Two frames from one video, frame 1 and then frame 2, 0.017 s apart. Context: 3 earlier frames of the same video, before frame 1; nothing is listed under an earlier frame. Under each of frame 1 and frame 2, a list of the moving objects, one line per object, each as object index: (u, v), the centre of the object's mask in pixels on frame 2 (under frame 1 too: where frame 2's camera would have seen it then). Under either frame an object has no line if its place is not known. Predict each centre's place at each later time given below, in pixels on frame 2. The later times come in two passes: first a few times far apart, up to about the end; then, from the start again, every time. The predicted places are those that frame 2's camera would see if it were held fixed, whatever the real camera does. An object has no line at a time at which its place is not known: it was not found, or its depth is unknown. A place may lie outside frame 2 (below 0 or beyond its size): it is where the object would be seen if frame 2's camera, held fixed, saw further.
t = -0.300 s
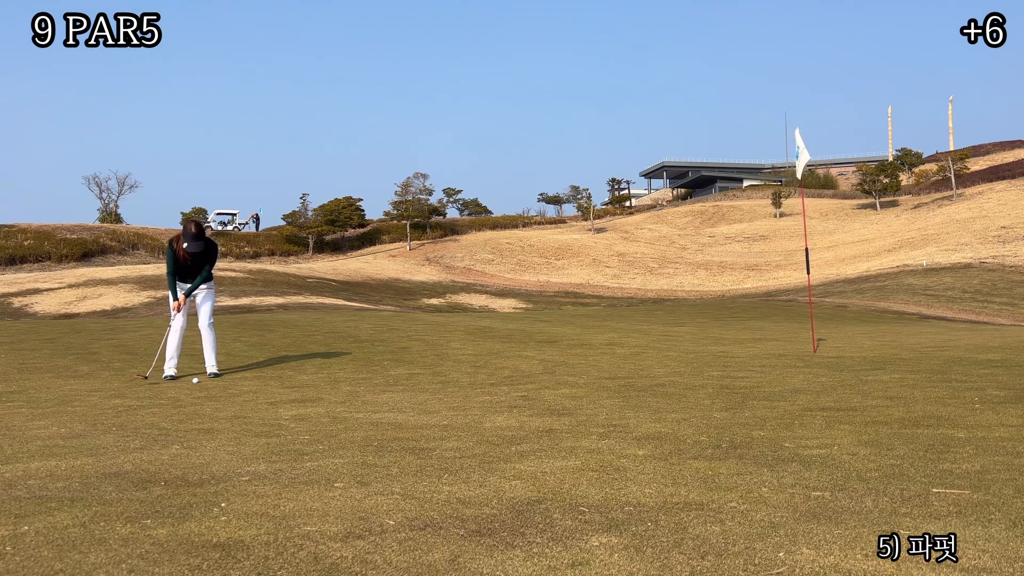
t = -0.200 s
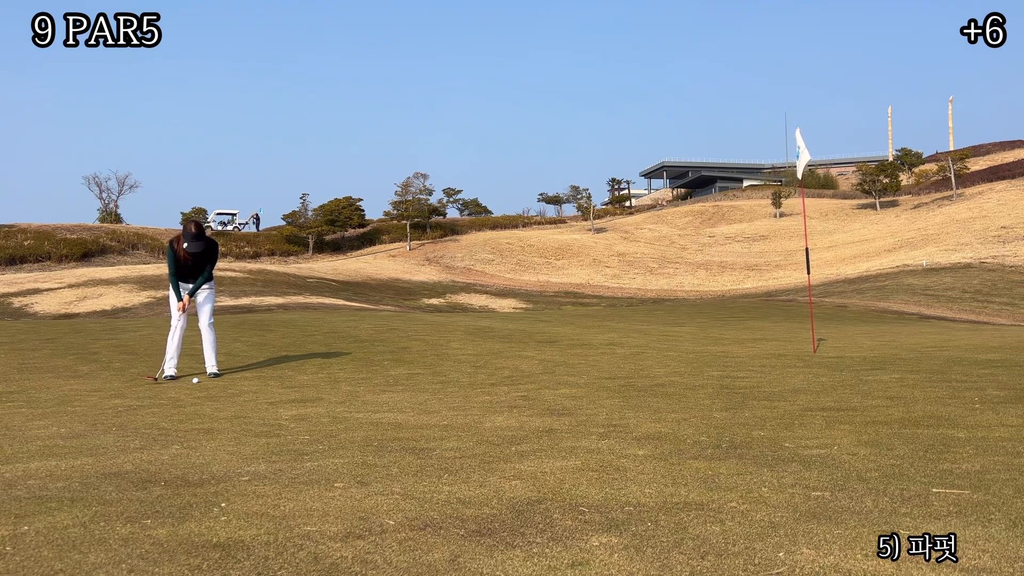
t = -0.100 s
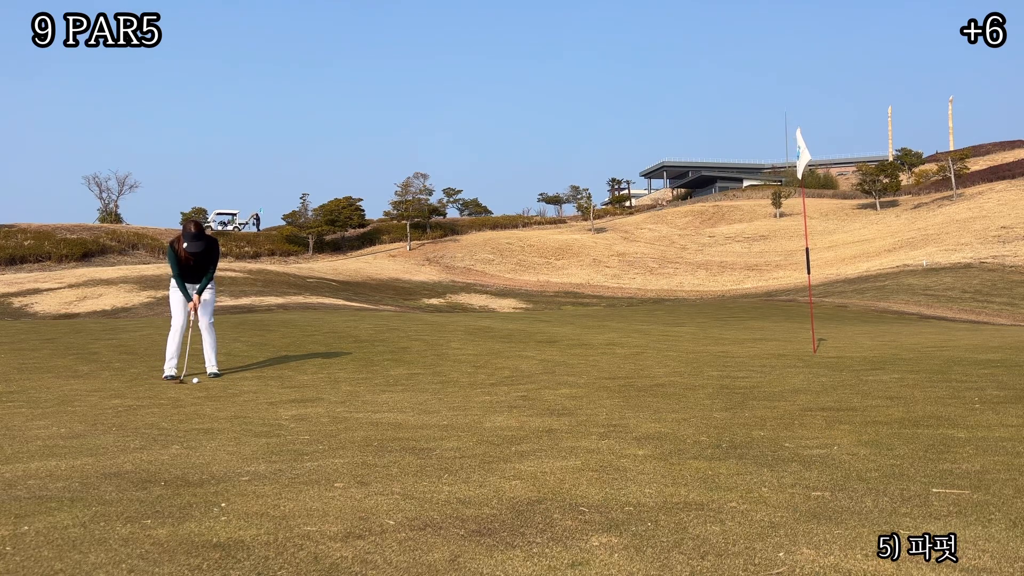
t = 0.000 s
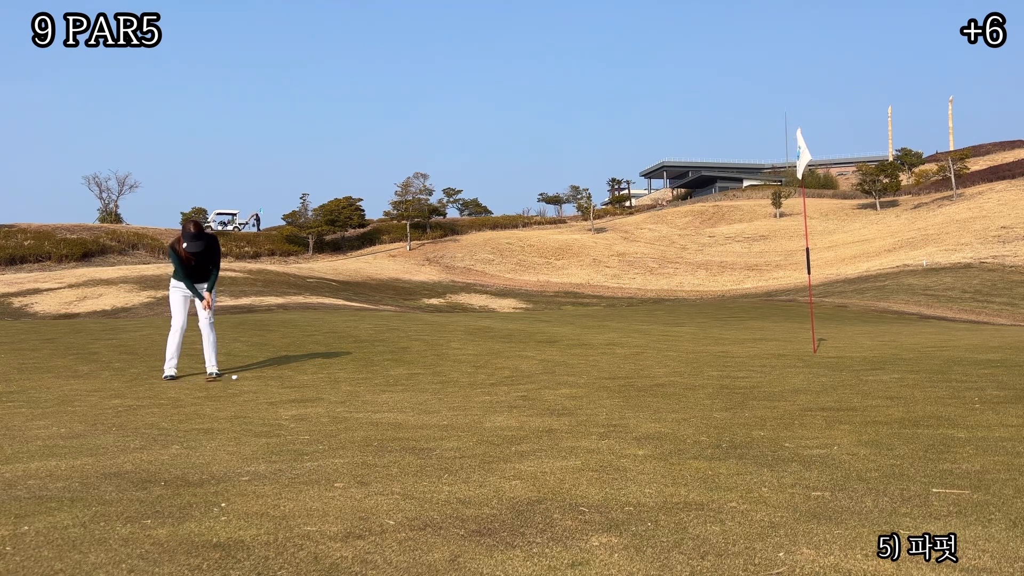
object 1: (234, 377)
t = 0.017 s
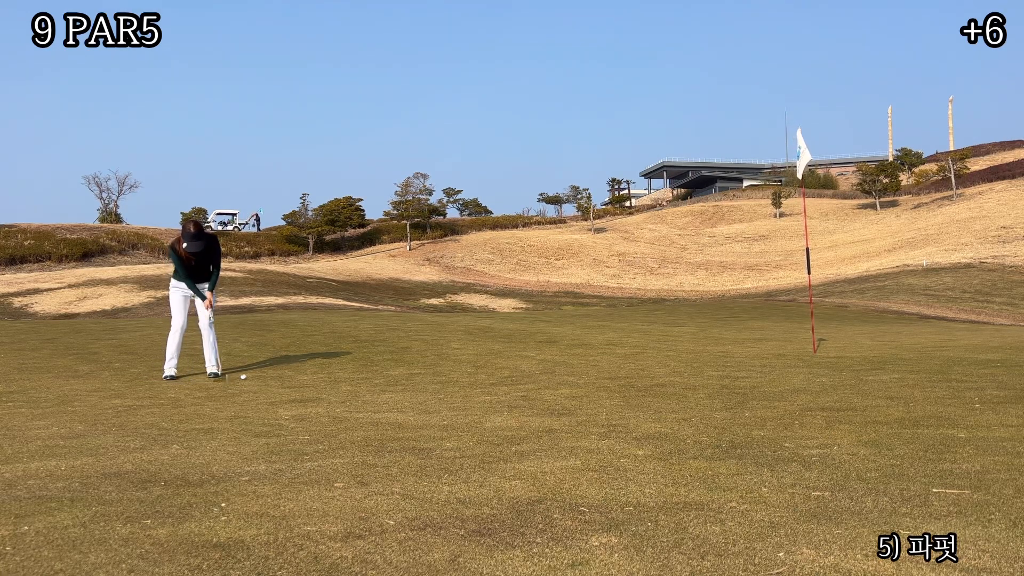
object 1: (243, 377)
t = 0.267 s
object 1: (343, 371)
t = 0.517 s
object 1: (423, 367)
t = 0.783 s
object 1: (498, 364)
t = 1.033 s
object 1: (559, 361)
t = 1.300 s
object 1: (617, 359)
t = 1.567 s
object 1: (667, 357)
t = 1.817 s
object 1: (709, 356)
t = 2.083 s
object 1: (749, 355)
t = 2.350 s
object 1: (782, 354)
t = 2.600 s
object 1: (808, 353)
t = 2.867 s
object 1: (830, 353)
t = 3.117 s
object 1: (844, 352)
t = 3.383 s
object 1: (855, 352)
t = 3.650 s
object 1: (861, 352)
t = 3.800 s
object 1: (862, 352)
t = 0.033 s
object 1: (252, 377)
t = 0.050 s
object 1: (260, 376)
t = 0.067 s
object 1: (267, 375)
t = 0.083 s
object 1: (274, 374)
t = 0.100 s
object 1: (281, 374)
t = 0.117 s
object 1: (288, 374)
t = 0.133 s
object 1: (295, 374)
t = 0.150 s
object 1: (302, 374)
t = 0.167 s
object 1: (308, 373)
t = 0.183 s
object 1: (314, 373)
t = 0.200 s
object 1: (320, 372)
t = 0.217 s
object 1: (326, 372)
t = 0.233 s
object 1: (332, 372)
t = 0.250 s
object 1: (337, 371)
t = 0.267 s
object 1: (343, 371)
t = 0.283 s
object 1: (349, 371)
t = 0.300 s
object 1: (354, 371)
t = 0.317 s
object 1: (360, 370)
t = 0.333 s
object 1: (366, 370)
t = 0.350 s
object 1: (371, 370)
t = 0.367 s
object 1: (377, 370)
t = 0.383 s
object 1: (382, 369)
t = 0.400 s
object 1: (387, 369)
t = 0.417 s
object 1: (393, 369)
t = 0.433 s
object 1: (398, 368)
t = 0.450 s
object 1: (403, 368)
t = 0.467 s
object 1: (408, 368)
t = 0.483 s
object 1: (413, 368)
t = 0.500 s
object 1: (418, 367)
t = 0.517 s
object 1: (423, 367)
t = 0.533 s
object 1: (429, 366)
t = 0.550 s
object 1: (433, 367)
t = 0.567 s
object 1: (438, 366)
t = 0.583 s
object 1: (443, 366)
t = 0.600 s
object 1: (448, 366)
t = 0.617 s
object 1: (452, 365)
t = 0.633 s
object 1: (457, 365)
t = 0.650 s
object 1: (462, 365)
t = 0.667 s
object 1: (466, 365)
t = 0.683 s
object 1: (471, 365)
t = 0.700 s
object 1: (475, 364)
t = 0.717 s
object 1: (480, 364)
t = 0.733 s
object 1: (484, 364)
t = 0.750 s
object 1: (489, 364)
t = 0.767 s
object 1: (493, 364)
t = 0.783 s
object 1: (498, 364)
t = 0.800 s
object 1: (502, 364)
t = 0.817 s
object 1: (506, 363)
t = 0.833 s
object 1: (511, 363)
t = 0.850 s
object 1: (515, 363)
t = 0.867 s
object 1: (519, 363)
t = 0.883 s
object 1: (523, 362)
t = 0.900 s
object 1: (527, 363)
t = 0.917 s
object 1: (531, 362)
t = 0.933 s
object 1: (535, 362)
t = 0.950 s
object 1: (539, 362)
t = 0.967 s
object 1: (543, 362)
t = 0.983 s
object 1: (547, 362)
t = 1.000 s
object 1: (551, 362)
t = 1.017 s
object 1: (555, 361)
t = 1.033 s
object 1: (559, 361)
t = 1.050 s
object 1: (563, 361)
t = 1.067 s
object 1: (567, 361)
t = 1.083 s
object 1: (570, 361)
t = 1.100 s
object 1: (574, 360)
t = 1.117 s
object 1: (578, 361)
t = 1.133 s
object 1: (582, 360)
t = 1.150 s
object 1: (585, 360)
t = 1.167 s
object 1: (589, 360)
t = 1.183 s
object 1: (593, 360)
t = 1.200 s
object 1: (597, 360)
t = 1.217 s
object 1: (600, 360)
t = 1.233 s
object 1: (603, 360)
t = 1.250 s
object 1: (607, 359)
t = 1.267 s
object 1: (610, 359)
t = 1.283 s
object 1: (614, 359)
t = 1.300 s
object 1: (617, 359)
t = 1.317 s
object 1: (621, 359)
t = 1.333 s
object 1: (624, 359)
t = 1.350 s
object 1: (627, 359)
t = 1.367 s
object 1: (630, 359)
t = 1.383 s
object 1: (633, 358)
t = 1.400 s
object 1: (637, 358)
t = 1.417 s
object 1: (640, 358)
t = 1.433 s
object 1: (643, 358)
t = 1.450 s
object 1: (646, 358)
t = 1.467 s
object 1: (649, 358)
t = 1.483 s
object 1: (652, 358)
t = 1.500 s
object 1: (655, 358)
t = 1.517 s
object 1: (659, 358)
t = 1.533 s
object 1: (662, 358)
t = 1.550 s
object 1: (664, 357)
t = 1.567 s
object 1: (667, 357)
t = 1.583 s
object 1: (670, 357)
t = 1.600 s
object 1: (673, 357)
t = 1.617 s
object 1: (676, 357)
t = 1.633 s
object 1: (679, 357)
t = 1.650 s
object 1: (682, 357)
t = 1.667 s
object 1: (685, 356)
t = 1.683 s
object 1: (688, 356)
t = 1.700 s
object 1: (690, 357)
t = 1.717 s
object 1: (693, 356)
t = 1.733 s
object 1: (696, 356)
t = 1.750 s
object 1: (699, 356)
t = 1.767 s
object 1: (702, 356)
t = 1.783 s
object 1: (704, 356)
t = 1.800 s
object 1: (707, 356)
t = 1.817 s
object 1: (709, 356)
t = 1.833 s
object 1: (712, 356)
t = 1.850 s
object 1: (715, 356)
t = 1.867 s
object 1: (717, 356)
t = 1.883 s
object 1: (720, 356)
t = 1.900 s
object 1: (722, 356)
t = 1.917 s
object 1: (725, 355)
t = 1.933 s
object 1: (727, 355)
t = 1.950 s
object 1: (730, 355)
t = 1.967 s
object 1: (733, 355)
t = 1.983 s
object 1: (735, 355)
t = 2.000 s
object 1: (737, 355)
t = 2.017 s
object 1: (740, 355)
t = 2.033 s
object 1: (742, 355)
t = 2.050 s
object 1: (744, 355)
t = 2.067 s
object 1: (747, 355)
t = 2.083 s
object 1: (749, 355)
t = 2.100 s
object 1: (751, 355)
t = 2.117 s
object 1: (754, 355)
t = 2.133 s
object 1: (756, 355)
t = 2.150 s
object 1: (758, 355)
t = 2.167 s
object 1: (760, 354)
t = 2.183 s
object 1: (763, 354)
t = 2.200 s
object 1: (764, 354)
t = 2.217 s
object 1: (767, 355)
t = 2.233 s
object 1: (769, 354)
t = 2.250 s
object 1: (771, 354)
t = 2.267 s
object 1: (773, 354)
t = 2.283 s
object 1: (775, 354)
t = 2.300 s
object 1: (776, 354)
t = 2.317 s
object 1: (778, 354)
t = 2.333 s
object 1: (781, 354)
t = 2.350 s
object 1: (782, 354)
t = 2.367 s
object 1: (784, 354)
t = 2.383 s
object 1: (786, 354)
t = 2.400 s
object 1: (788, 354)
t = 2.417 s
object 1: (790, 354)
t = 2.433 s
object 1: (792, 354)
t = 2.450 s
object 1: (793, 354)
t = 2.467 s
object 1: (795, 354)
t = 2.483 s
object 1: (797, 353)
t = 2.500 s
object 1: (799, 354)
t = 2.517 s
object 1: (800, 354)
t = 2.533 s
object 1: (802, 353)
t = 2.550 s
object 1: (804, 353)
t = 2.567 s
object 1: (805, 353)
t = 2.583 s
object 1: (807, 353)
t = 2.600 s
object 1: (808, 353)
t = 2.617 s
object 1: (810, 353)
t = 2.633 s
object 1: (811, 353)
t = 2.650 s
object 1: (813, 353)
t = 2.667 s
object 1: (814, 353)
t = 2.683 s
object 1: (816, 353)
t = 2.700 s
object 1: (817, 353)
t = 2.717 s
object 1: (818, 353)
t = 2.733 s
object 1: (820, 353)
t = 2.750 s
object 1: (821, 353)
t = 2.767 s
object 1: (822, 353)
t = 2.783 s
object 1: (824, 353)
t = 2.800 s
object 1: (825, 353)
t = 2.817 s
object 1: (826, 353)
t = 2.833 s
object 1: (827, 353)
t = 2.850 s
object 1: (829, 353)
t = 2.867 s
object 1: (830, 353)
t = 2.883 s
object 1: (831, 353)
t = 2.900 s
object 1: (832, 353)
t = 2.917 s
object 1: (833, 353)
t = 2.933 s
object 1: (834, 353)
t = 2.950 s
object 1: (835, 353)
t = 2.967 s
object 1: (836, 353)
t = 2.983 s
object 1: (837, 353)
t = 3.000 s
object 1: (838, 353)
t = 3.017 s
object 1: (839, 352)
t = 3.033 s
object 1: (840, 352)
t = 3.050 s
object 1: (841, 353)
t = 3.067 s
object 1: (842, 352)
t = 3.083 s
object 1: (843, 353)
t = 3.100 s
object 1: (843, 353)
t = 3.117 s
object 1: (844, 352)
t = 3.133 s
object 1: (845, 352)
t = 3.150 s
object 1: (846, 352)
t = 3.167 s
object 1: (846, 352)
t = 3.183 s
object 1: (847, 352)
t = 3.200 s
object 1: (848, 352)
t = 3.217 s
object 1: (849, 352)
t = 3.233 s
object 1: (849, 352)
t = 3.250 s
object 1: (850, 352)
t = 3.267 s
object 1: (851, 352)
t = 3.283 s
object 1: (851, 352)
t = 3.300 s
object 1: (852, 352)
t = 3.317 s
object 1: (852, 352)
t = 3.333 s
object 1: (853, 352)
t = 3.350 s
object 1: (853, 352)
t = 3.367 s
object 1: (854, 352)
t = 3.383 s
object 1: (855, 352)
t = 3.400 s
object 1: (855, 352)
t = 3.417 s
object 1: (855, 352)
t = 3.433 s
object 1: (856, 352)
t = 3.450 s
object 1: (856, 352)
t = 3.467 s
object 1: (857, 352)
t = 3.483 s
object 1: (857, 352)
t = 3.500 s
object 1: (858, 352)
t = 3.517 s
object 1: (858, 352)
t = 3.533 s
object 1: (858, 352)
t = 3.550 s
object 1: (859, 352)
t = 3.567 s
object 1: (859, 352)
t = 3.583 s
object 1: (860, 352)
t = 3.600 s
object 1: (860, 352)
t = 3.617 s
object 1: (860, 352)
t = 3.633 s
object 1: (861, 352)
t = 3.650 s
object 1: (861, 352)
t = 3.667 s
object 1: (861, 352)
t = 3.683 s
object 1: (861, 352)
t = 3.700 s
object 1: (861, 352)
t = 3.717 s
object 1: (862, 352)
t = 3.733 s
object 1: (862, 352)
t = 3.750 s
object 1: (862, 352)
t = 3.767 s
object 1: (862, 352)
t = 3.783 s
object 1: (862, 352)
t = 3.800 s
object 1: (862, 352)
